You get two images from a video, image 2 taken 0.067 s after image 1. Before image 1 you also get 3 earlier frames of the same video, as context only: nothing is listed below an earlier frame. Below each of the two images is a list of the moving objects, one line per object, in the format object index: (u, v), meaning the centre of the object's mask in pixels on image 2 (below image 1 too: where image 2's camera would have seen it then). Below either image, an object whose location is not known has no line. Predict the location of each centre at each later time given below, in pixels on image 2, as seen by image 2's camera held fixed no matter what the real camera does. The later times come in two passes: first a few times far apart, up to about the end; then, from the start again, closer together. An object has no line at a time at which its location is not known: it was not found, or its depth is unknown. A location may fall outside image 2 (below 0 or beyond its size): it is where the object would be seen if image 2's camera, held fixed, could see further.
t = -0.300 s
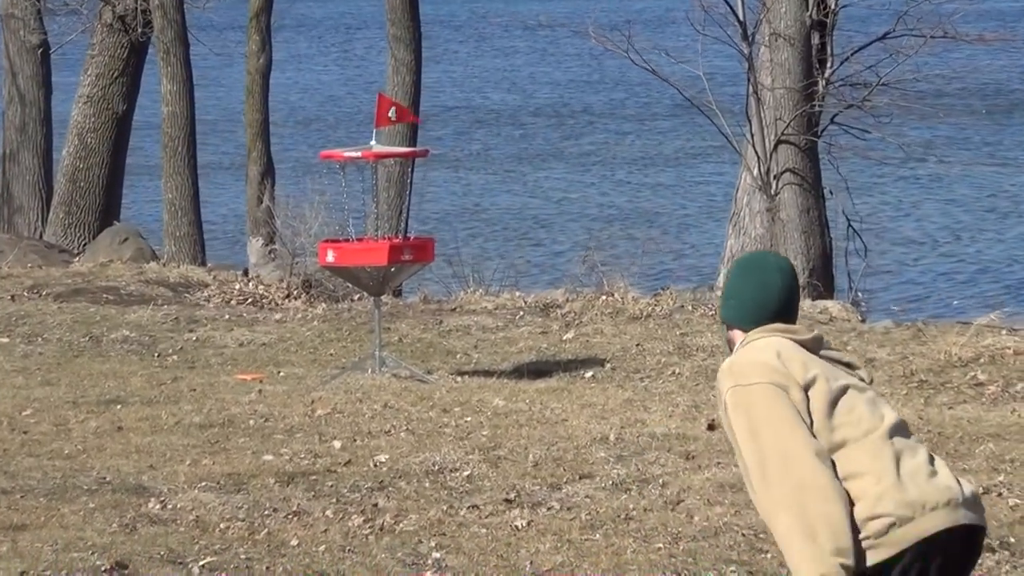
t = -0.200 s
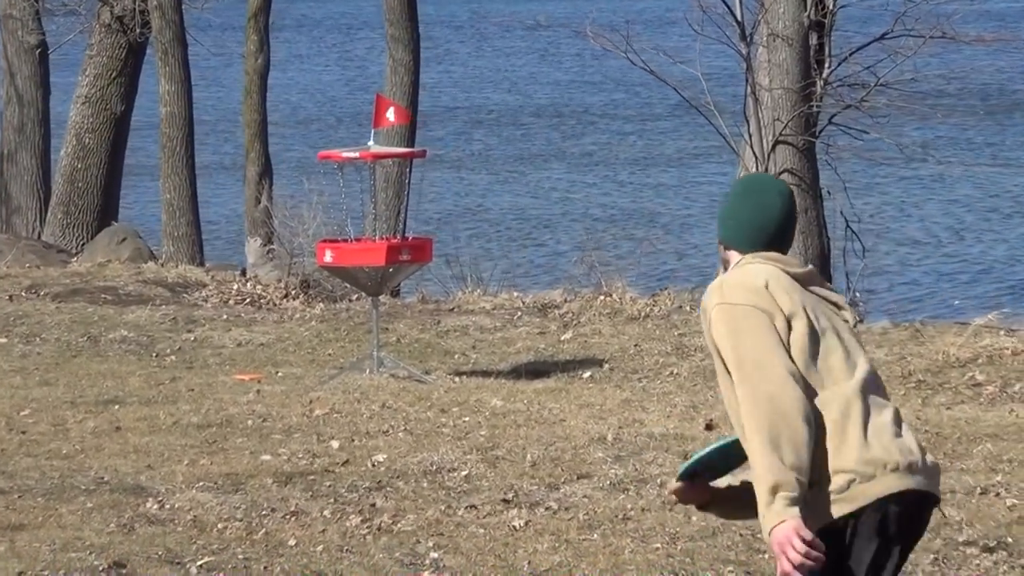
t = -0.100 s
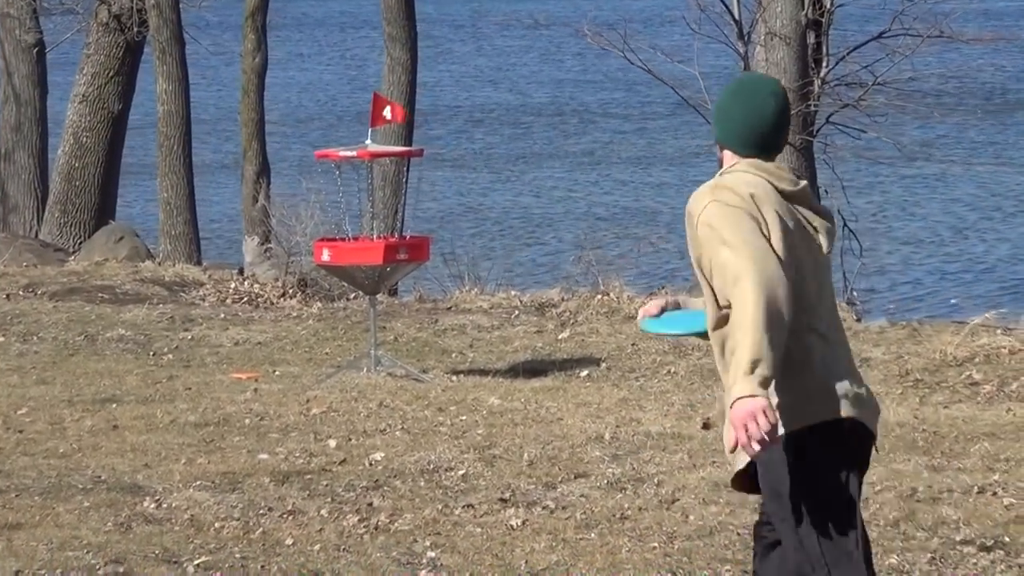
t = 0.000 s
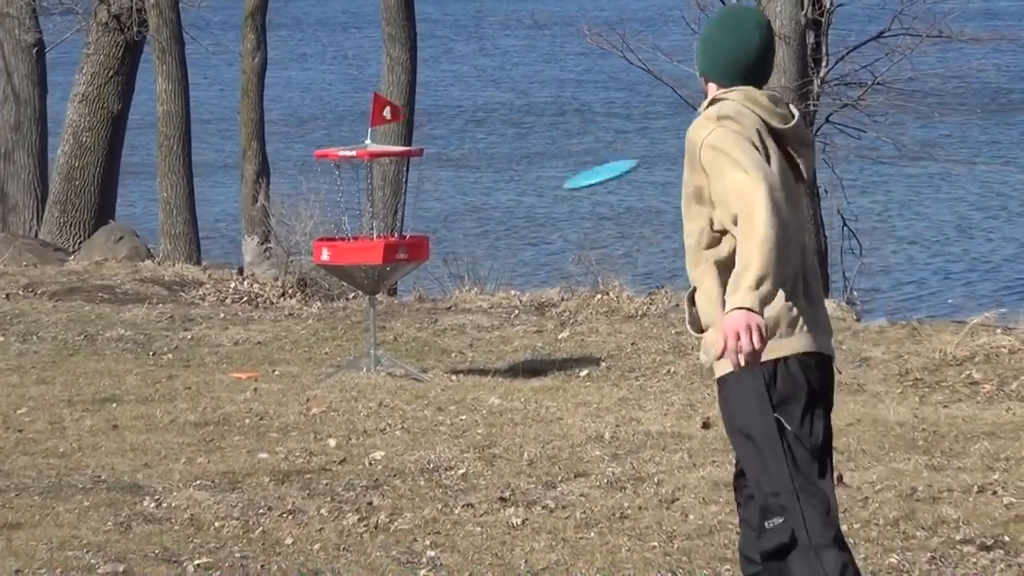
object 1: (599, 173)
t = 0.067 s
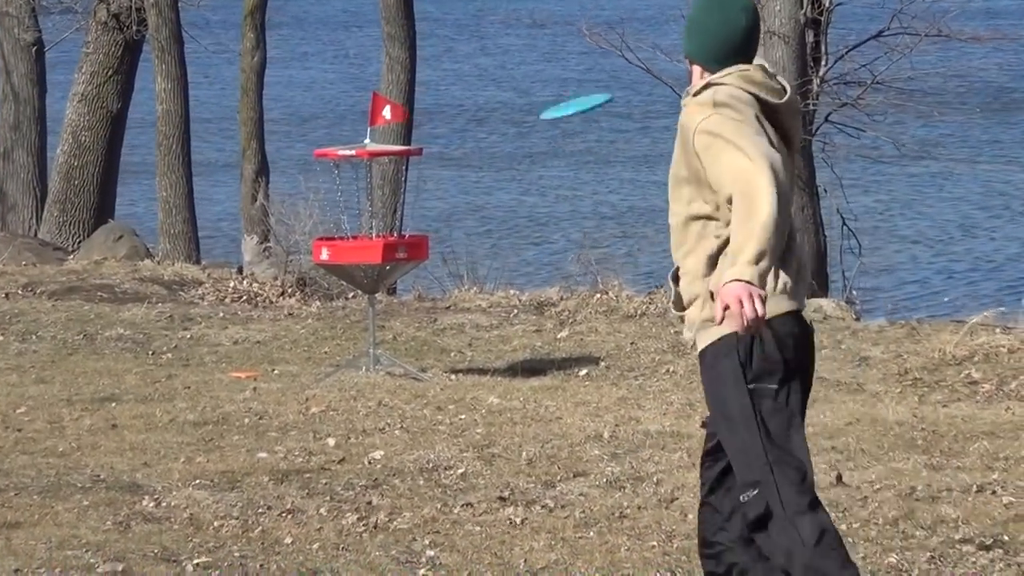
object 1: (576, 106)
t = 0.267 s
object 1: (530, 39)
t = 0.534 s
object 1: (488, 83)
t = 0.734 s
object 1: (464, 152)
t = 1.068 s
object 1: (426, 280)
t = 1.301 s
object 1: (396, 354)
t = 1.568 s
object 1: (338, 348)
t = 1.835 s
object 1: (251, 342)
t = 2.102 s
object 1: (219, 342)
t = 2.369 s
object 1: (217, 342)
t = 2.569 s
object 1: (218, 342)
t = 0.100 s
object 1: (565, 84)
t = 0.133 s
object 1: (557, 66)
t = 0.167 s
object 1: (547, 55)
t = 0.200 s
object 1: (542, 46)
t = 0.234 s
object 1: (534, 41)
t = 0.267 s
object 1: (530, 39)
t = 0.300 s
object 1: (523, 40)
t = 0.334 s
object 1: (517, 43)
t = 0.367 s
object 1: (512, 47)
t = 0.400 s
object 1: (508, 52)
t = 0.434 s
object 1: (501, 58)
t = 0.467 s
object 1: (497, 65)
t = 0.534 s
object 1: (488, 83)
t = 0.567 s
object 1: (482, 93)
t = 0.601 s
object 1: (479, 104)
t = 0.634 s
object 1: (475, 116)
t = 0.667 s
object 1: (471, 128)
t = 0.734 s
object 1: (464, 152)
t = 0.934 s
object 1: (441, 231)
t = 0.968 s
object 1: (437, 243)
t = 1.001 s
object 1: (433, 256)
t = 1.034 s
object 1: (429, 267)
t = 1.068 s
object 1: (426, 280)
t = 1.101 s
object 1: (423, 290)
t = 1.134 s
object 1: (416, 303)
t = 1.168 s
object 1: (413, 313)
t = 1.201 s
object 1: (408, 325)
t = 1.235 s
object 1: (403, 336)
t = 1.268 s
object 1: (398, 346)
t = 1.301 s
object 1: (396, 354)
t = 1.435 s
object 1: (360, 349)
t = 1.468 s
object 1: (354, 346)
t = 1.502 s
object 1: (349, 343)
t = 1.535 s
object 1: (341, 343)
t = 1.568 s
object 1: (338, 348)
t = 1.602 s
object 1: (329, 348)
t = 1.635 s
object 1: (321, 346)
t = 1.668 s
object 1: (307, 342)
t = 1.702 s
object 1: (294, 339)
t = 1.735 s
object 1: (282, 339)
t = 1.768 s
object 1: (272, 340)
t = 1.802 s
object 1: (264, 342)
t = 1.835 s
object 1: (251, 342)
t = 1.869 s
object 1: (244, 342)
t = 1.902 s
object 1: (240, 341)
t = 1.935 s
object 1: (233, 341)
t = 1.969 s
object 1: (232, 341)
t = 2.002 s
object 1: (228, 341)
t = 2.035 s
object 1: (226, 342)
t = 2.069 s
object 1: (224, 342)
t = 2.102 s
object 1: (219, 342)
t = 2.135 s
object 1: (219, 342)
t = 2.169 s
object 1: (219, 342)
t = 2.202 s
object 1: (218, 343)
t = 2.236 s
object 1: (218, 342)
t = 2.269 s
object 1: (217, 343)
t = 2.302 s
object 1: (217, 342)
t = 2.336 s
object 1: (217, 343)
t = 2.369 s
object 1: (217, 342)
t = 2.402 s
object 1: (217, 342)
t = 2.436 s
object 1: (217, 343)
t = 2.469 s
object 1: (216, 342)
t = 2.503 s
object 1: (216, 342)
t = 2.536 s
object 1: (217, 343)
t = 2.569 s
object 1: (218, 342)
